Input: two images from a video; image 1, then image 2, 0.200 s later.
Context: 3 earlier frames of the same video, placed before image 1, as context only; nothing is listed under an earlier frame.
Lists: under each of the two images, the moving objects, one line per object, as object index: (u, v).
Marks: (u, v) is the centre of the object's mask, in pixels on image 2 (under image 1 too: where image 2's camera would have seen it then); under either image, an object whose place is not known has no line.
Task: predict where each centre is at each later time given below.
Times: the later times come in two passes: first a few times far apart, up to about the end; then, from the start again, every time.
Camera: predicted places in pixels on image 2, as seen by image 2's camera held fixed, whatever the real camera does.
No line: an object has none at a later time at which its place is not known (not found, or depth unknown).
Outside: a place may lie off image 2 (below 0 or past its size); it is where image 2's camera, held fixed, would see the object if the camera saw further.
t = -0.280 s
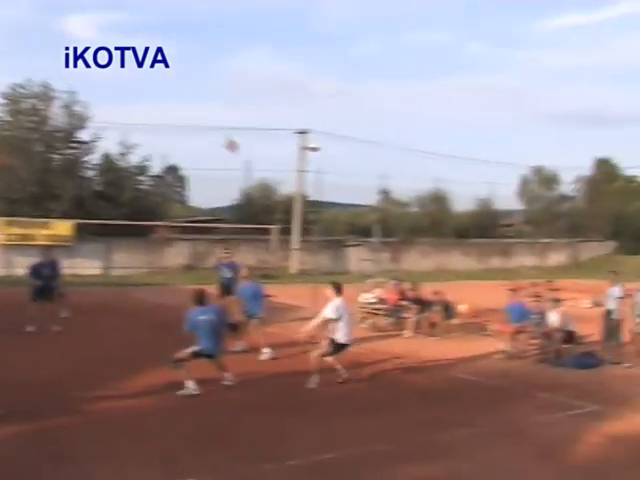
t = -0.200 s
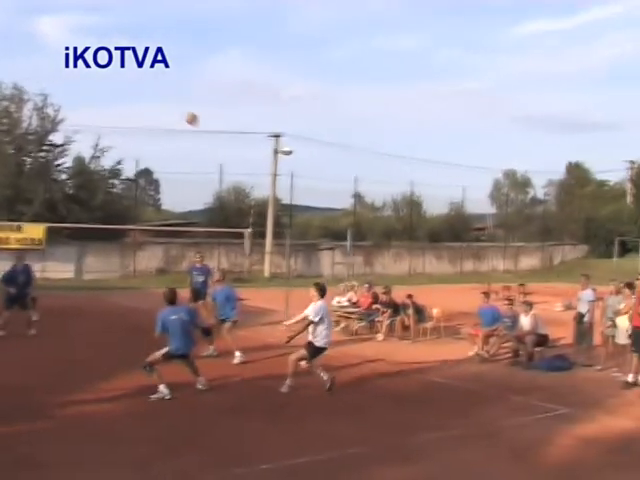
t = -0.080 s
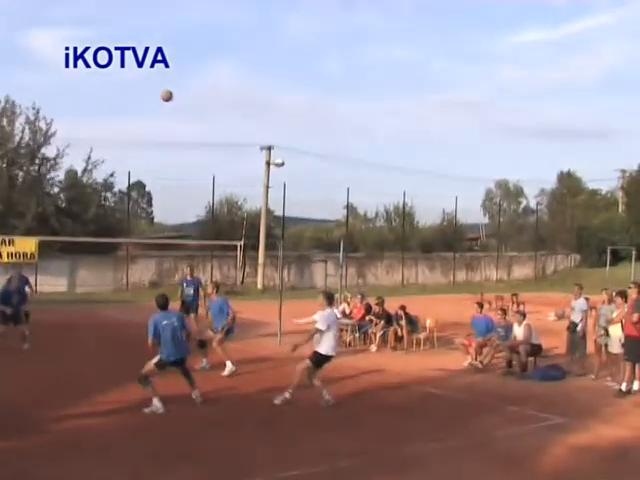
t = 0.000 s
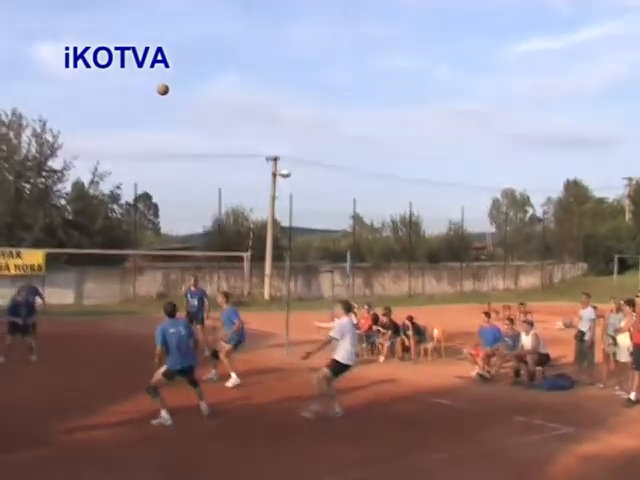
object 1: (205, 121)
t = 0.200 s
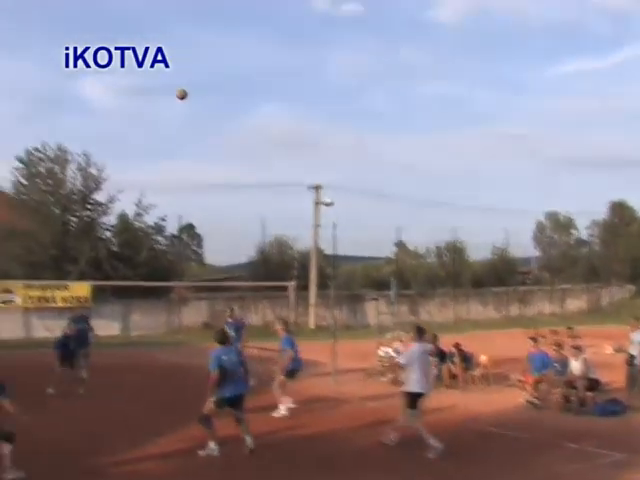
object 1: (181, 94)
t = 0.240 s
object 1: (177, 91)
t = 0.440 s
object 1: (157, 91)
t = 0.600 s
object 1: (142, 105)
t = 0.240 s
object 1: (177, 91)
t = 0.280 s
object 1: (173, 90)
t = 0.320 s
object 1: (169, 89)
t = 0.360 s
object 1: (164, 89)
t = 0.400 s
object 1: (160, 90)
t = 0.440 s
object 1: (157, 91)
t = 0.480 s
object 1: (153, 94)
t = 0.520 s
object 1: (150, 97)
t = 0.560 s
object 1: (146, 100)
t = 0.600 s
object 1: (142, 105)
